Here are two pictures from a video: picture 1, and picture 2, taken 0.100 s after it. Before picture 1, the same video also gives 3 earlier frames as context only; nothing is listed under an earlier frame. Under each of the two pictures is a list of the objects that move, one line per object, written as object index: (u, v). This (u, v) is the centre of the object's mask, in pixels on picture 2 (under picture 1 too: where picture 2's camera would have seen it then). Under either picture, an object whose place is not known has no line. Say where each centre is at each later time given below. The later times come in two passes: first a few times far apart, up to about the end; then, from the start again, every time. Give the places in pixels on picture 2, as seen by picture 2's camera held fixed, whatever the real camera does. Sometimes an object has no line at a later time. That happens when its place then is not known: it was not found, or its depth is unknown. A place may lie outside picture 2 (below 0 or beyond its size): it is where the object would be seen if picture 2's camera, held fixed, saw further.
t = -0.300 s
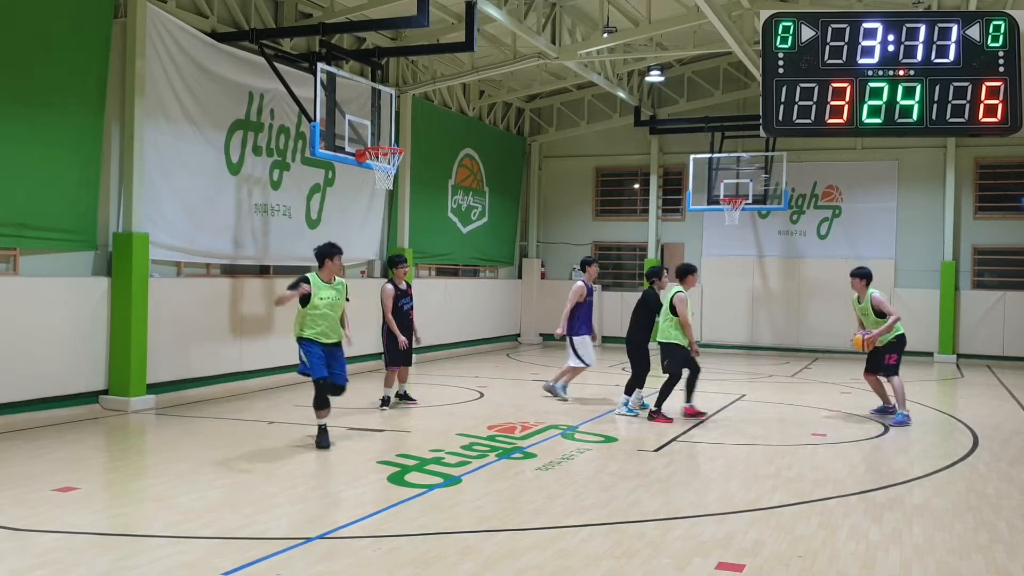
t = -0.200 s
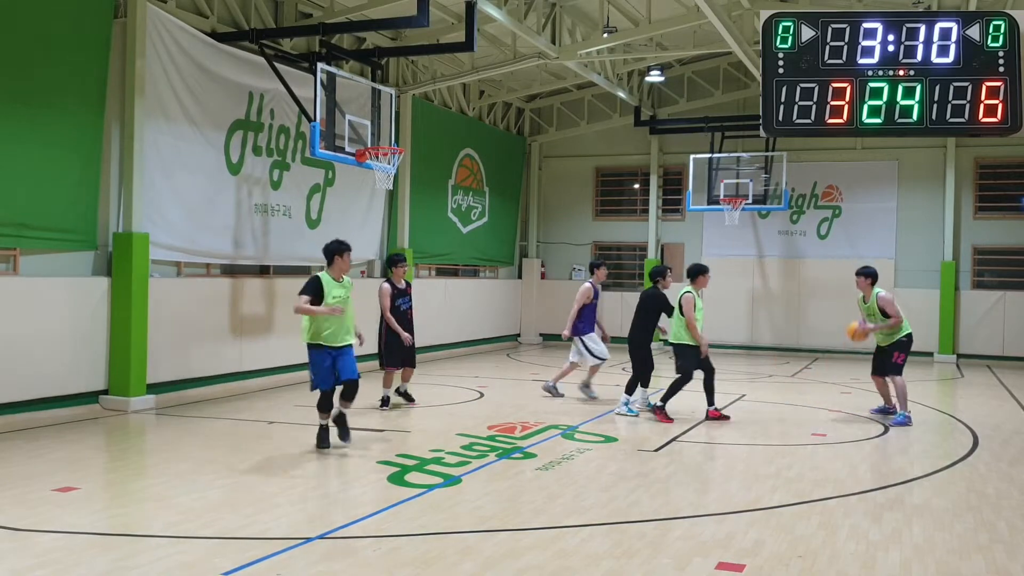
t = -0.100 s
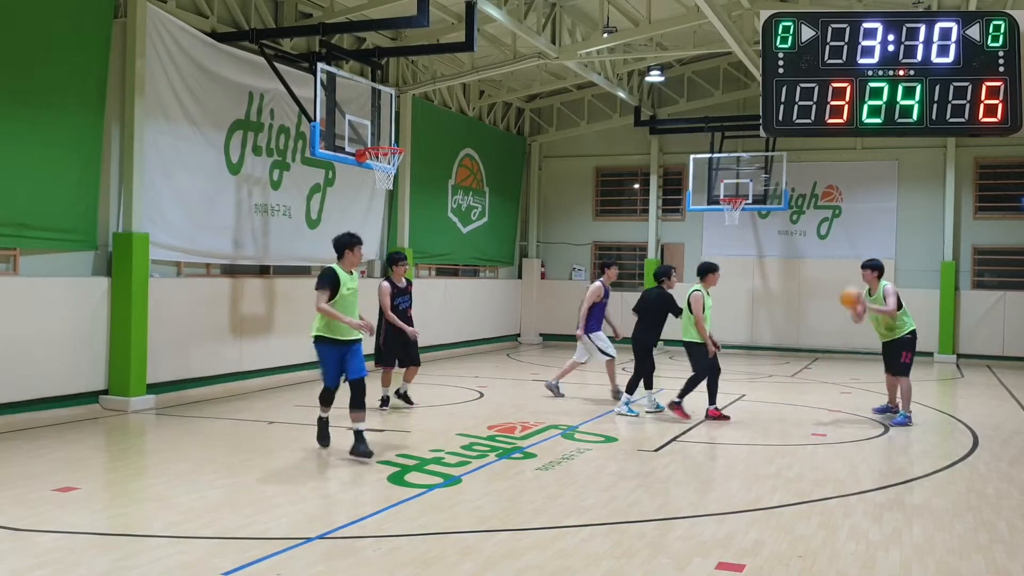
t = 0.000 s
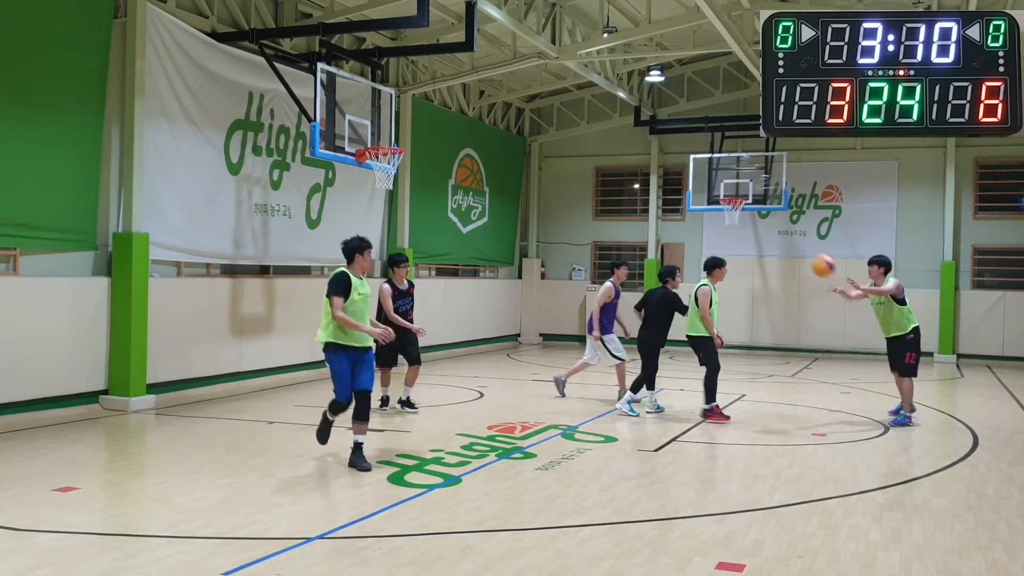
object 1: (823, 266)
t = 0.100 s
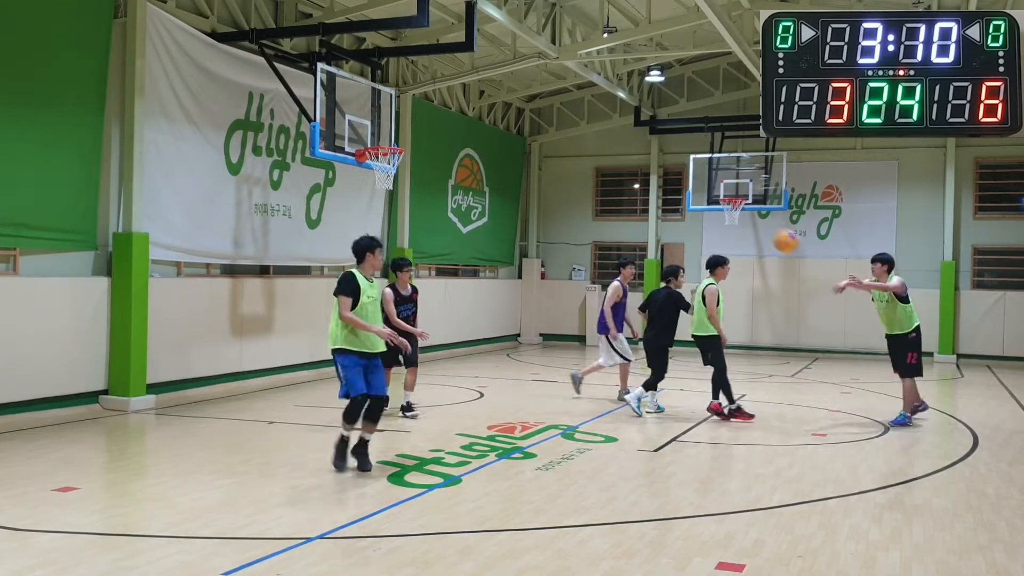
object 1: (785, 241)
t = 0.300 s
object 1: (699, 214)
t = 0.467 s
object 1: (614, 221)
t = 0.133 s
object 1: (772, 234)
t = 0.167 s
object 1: (759, 229)
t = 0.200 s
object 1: (745, 224)
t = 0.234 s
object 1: (730, 219)
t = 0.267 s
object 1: (715, 216)
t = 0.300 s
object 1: (699, 214)
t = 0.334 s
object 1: (683, 213)
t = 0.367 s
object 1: (668, 213)
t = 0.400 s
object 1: (650, 215)
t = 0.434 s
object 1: (632, 217)
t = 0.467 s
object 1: (614, 221)
